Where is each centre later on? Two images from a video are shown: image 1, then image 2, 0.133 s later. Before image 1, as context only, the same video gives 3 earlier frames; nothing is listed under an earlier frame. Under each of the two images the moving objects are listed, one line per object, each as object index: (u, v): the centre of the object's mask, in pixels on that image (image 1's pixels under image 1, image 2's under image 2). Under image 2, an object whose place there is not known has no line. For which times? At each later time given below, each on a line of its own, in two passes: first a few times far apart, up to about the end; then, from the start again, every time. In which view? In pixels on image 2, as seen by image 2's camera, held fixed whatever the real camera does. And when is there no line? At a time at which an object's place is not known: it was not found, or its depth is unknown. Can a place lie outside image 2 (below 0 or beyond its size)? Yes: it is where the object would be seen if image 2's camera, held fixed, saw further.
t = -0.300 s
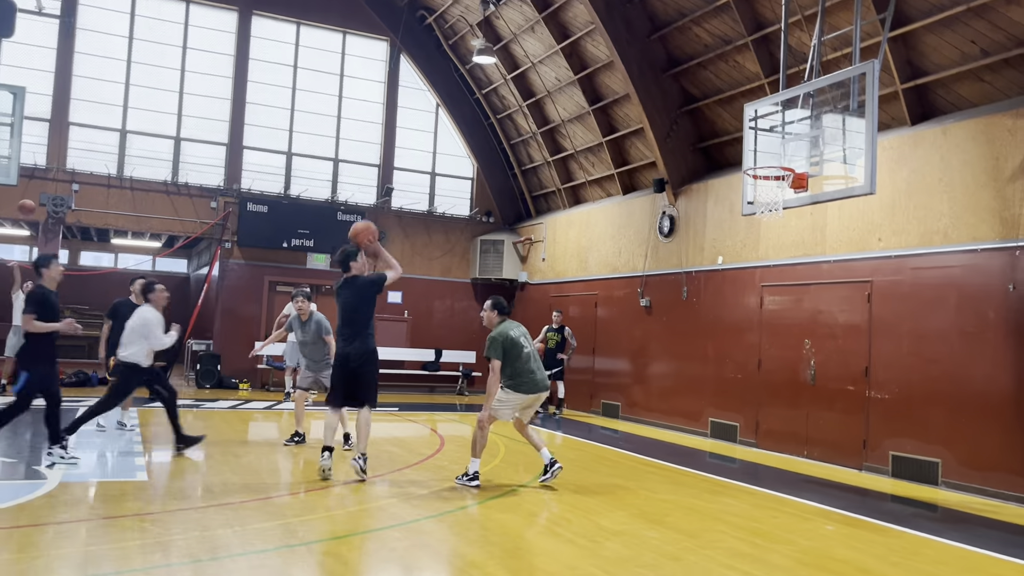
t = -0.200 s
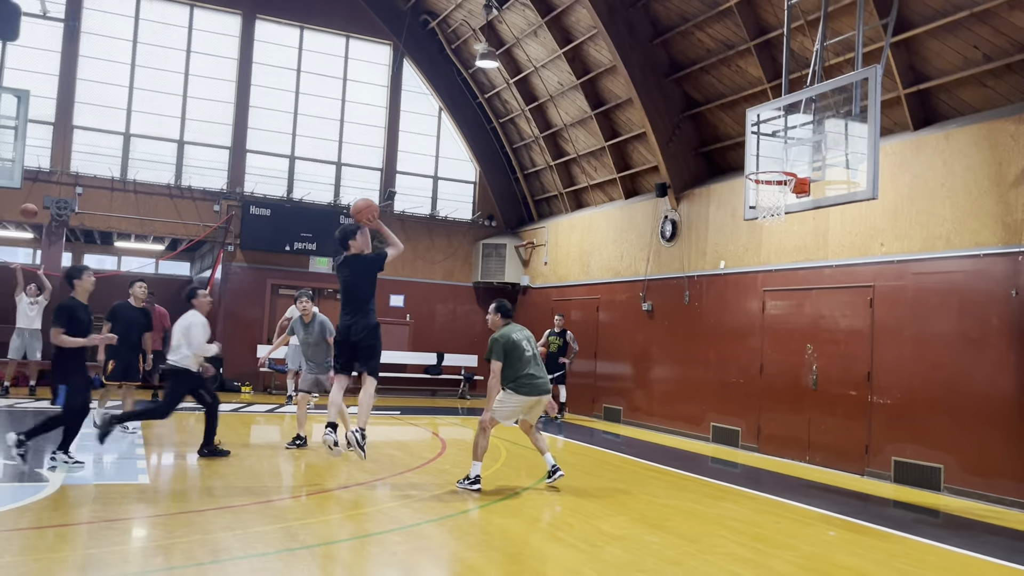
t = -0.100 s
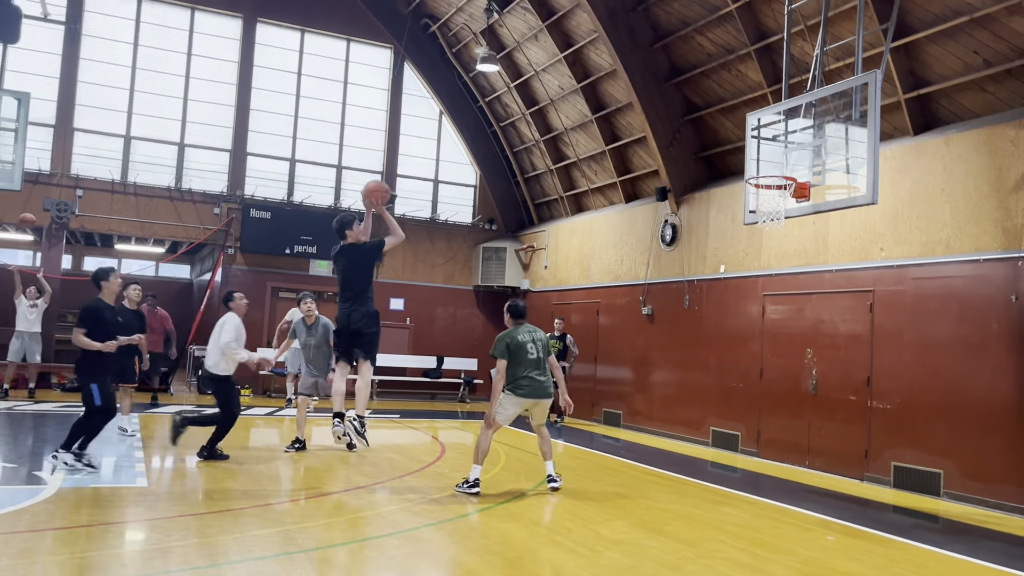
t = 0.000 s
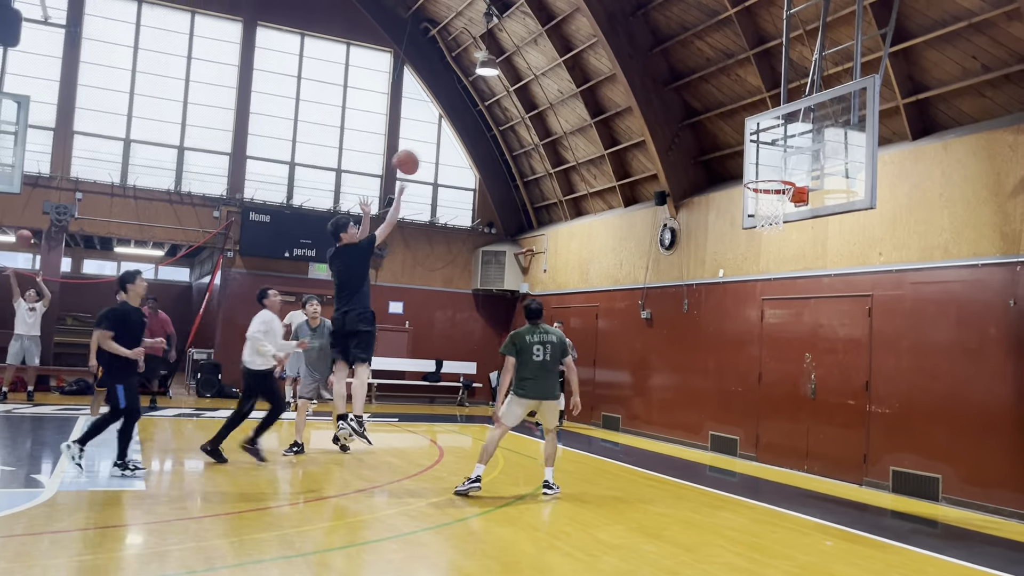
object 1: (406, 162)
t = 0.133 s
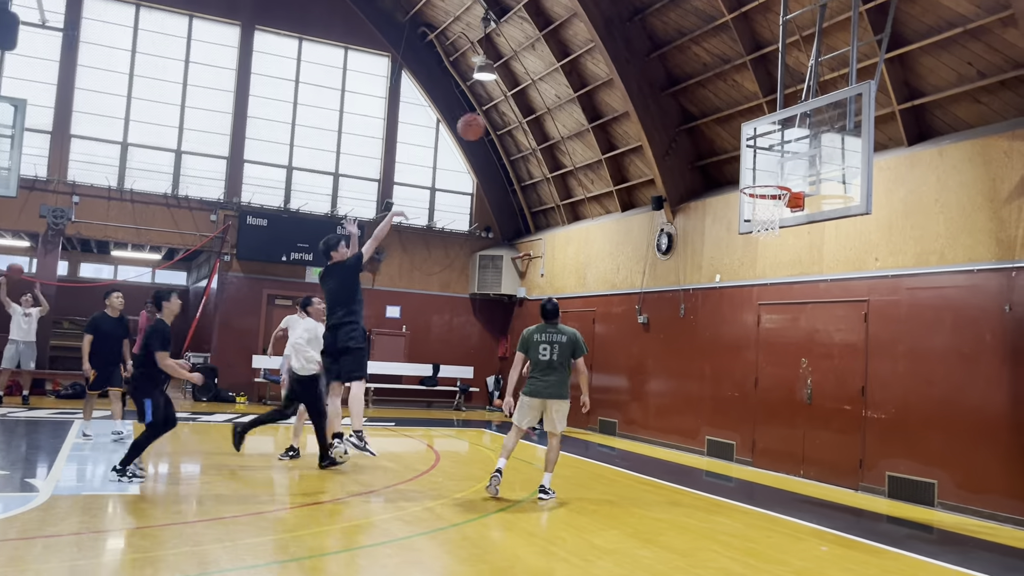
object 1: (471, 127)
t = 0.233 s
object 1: (518, 110)
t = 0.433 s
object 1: (606, 107)
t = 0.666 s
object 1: (700, 154)
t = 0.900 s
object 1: (677, 179)
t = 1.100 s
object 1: (604, 202)
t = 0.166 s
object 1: (487, 121)
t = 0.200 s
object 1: (502, 115)
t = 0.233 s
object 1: (518, 110)
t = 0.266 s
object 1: (533, 107)
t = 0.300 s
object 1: (548, 105)
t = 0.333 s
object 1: (563, 104)
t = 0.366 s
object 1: (578, 104)
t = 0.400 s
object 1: (592, 106)
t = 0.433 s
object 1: (606, 107)
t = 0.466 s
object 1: (620, 111)
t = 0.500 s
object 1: (634, 116)
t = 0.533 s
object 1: (648, 121)
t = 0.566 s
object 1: (661, 128)
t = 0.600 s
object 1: (674, 136)
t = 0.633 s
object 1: (687, 144)
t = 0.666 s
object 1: (700, 154)
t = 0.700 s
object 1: (712, 165)
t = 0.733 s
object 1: (724, 177)
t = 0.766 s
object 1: (727, 183)
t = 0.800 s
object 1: (714, 180)
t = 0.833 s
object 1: (702, 179)
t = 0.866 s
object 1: (689, 178)
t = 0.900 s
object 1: (677, 179)
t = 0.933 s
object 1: (664, 180)
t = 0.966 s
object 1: (653, 183)
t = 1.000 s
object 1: (641, 186)
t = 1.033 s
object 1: (628, 191)
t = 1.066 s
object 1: (617, 196)
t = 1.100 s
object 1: (604, 202)
